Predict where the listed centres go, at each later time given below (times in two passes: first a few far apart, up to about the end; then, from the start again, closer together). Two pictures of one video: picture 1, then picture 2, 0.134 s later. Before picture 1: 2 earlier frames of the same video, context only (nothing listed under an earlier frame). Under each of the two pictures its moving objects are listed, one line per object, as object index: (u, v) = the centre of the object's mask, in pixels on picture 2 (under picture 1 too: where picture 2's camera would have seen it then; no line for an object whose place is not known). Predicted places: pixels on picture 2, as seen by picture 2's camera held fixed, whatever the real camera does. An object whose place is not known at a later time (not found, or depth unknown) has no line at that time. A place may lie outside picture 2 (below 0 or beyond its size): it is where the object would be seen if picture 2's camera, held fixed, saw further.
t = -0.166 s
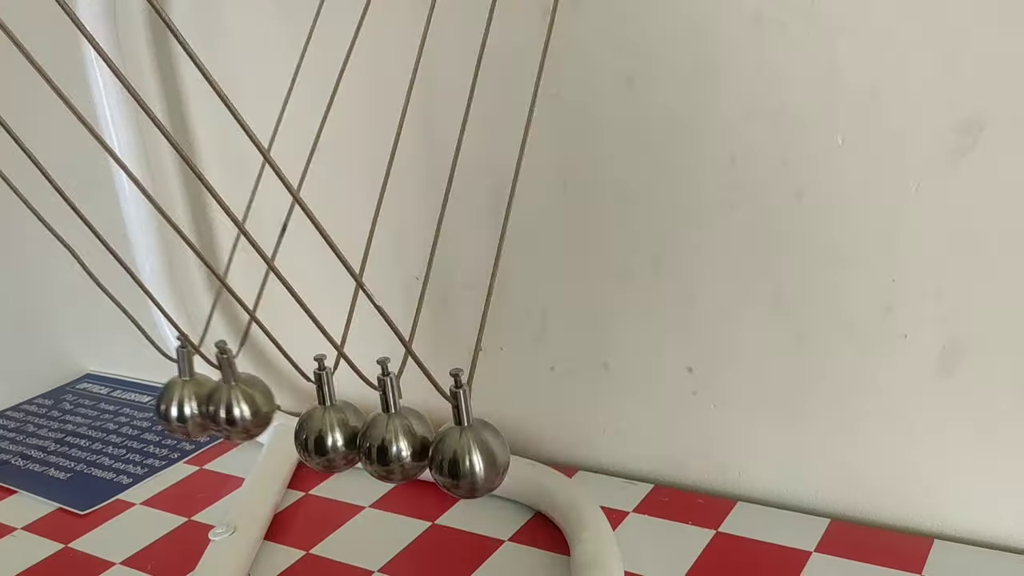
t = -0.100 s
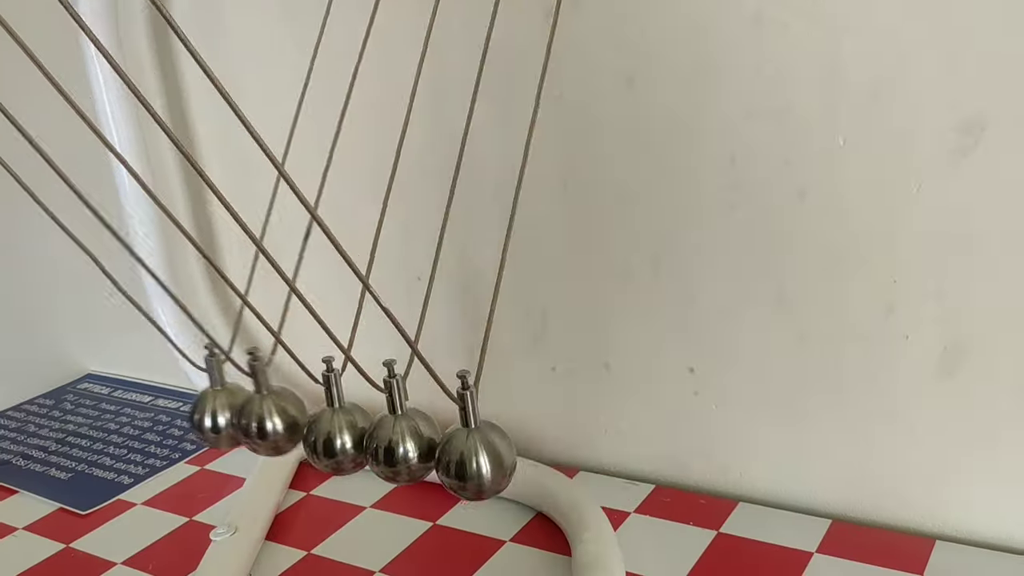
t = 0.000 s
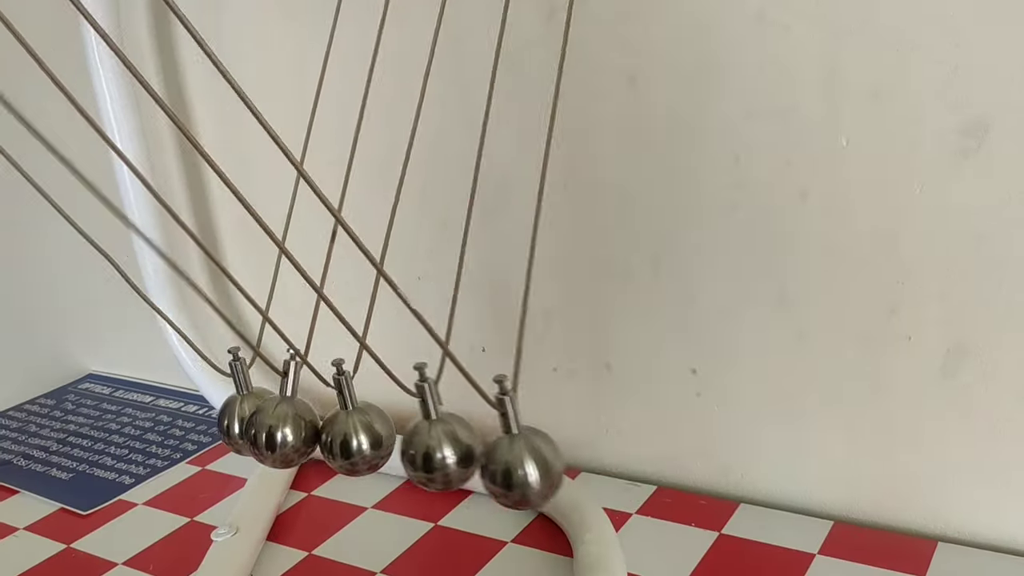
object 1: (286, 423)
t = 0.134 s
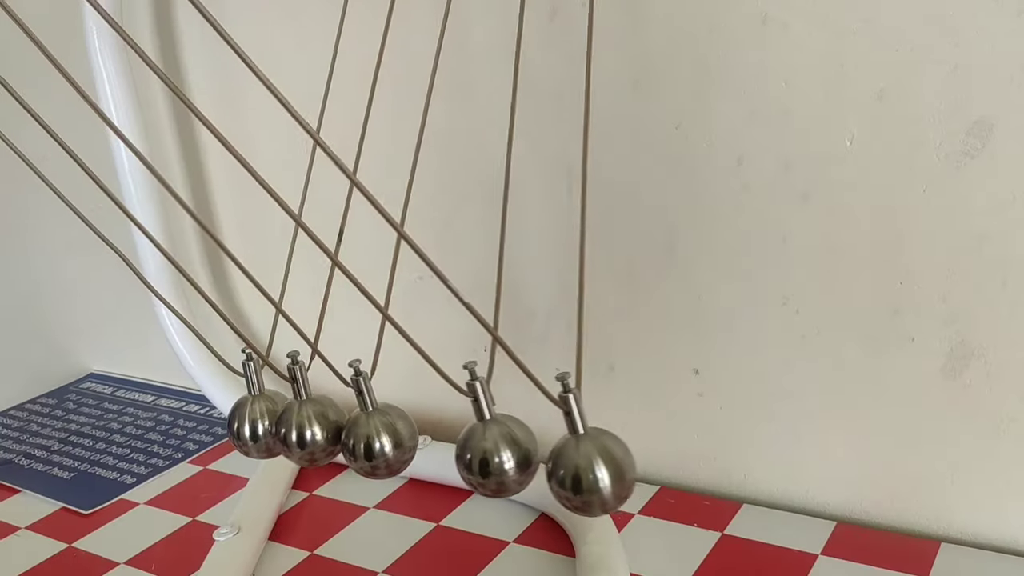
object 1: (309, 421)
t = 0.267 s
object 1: (312, 420)
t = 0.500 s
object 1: (288, 416)
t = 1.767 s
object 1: (300, 424)
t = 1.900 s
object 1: (281, 415)
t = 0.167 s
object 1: (313, 418)
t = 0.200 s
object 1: (315, 415)
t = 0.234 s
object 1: (315, 416)
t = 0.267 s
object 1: (312, 420)
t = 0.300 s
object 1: (306, 422)
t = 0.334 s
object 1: (298, 423)
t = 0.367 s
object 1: (292, 423)
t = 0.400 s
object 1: (289, 422)
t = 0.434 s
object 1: (288, 421)
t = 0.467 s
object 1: (288, 419)
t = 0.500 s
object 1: (288, 416)
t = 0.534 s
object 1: (285, 412)
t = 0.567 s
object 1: (281, 411)
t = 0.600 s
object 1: (274, 412)
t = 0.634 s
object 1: (265, 412)
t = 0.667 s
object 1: (251, 412)
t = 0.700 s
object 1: (238, 409)
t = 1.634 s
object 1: (331, 417)
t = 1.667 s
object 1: (325, 421)
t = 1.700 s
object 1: (316, 423)
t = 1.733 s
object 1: (307, 424)
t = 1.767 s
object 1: (300, 424)
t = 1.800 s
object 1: (295, 423)
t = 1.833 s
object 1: (290, 421)
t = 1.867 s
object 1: (286, 419)
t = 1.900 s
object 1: (281, 415)
